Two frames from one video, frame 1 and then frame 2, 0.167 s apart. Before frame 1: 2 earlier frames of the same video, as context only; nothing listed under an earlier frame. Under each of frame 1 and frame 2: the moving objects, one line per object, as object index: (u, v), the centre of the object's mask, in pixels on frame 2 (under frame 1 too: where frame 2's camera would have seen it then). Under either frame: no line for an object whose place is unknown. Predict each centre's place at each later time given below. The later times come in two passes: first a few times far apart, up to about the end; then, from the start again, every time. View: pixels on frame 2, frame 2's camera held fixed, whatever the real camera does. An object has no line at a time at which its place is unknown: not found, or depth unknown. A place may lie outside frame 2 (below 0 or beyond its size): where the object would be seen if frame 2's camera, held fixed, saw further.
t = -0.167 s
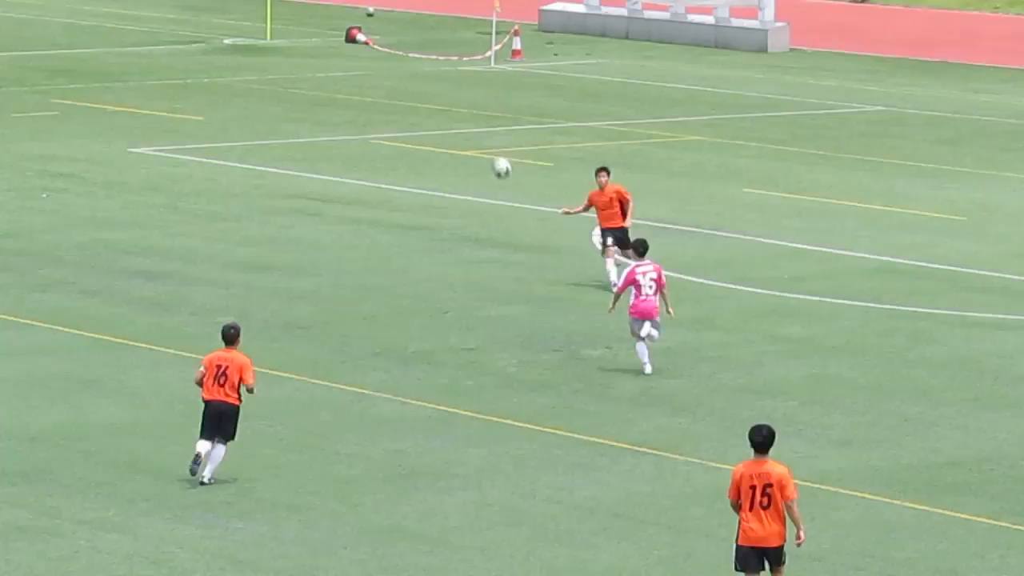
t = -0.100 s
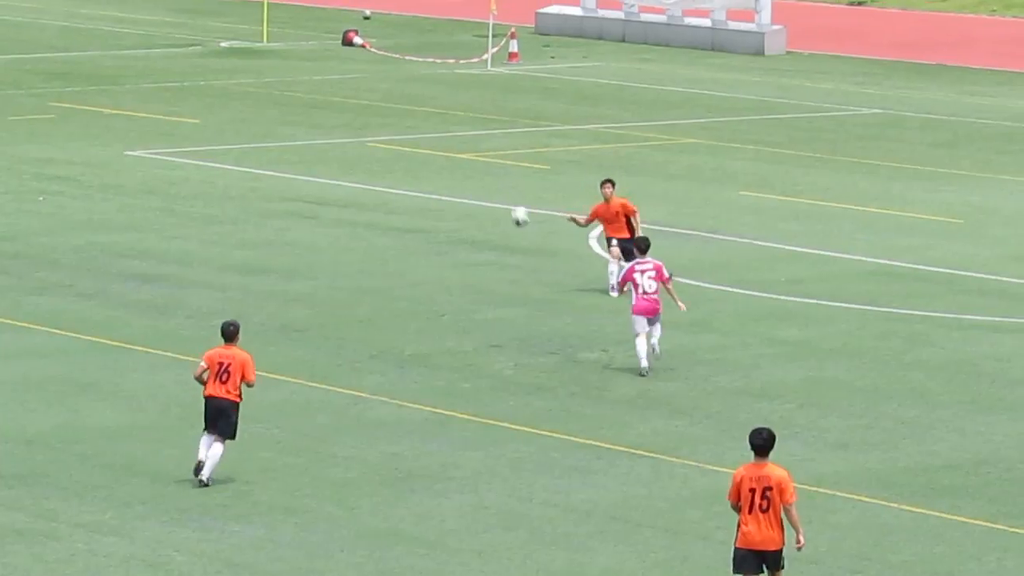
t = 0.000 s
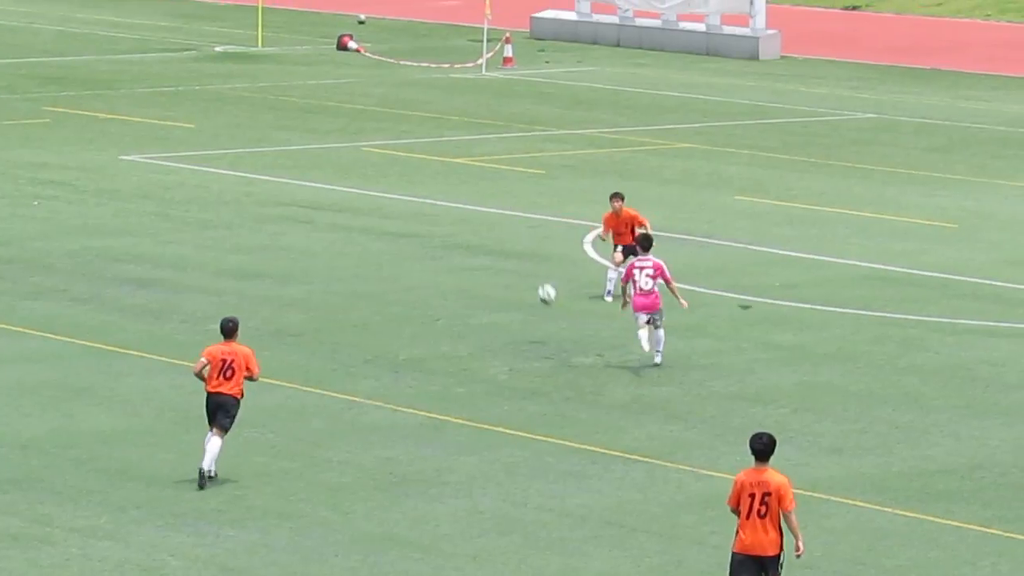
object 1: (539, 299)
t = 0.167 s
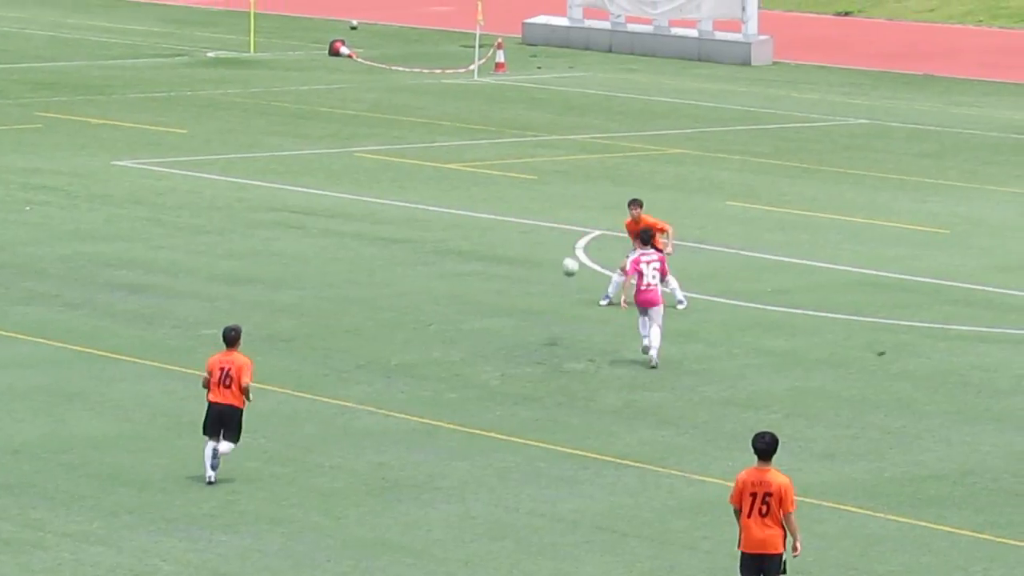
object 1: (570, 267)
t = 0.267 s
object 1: (583, 215)
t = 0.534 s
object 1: (618, 124)
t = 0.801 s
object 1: (651, 93)
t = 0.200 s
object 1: (574, 248)
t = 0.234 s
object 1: (579, 231)
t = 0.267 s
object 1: (583, 215)
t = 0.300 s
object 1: (587, 201)
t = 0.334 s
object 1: (592, 187)
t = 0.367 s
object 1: (596, 173)
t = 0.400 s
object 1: (601, 162)
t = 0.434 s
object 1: (605, 151)
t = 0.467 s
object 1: (609, 141)
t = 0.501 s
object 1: (613, 132)
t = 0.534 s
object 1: (618, 124)
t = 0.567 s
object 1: (622, 117)
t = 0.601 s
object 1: (626, 111)
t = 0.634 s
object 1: (630, 105)
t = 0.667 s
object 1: (635, 101)
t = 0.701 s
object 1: (639, 98)
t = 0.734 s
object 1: (643, 96)
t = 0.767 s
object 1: (647, 94)
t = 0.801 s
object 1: (651, 93)
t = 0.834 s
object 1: (655, 94)
